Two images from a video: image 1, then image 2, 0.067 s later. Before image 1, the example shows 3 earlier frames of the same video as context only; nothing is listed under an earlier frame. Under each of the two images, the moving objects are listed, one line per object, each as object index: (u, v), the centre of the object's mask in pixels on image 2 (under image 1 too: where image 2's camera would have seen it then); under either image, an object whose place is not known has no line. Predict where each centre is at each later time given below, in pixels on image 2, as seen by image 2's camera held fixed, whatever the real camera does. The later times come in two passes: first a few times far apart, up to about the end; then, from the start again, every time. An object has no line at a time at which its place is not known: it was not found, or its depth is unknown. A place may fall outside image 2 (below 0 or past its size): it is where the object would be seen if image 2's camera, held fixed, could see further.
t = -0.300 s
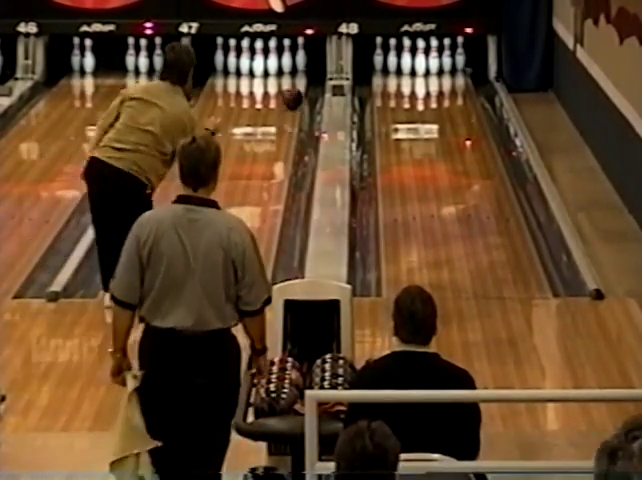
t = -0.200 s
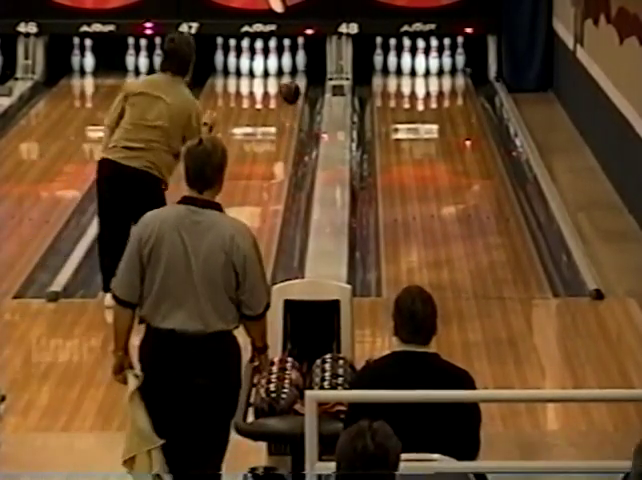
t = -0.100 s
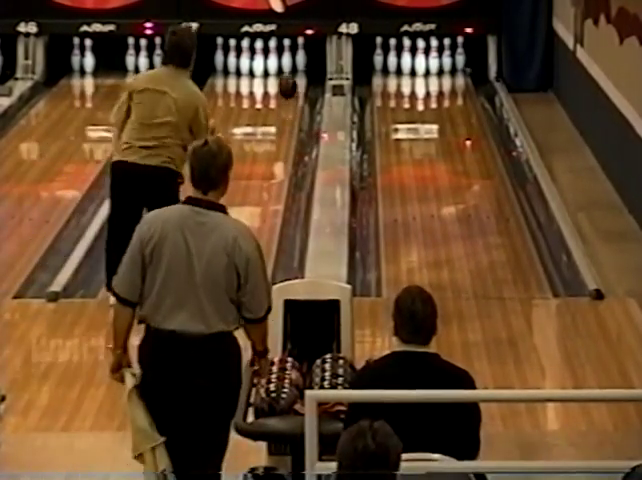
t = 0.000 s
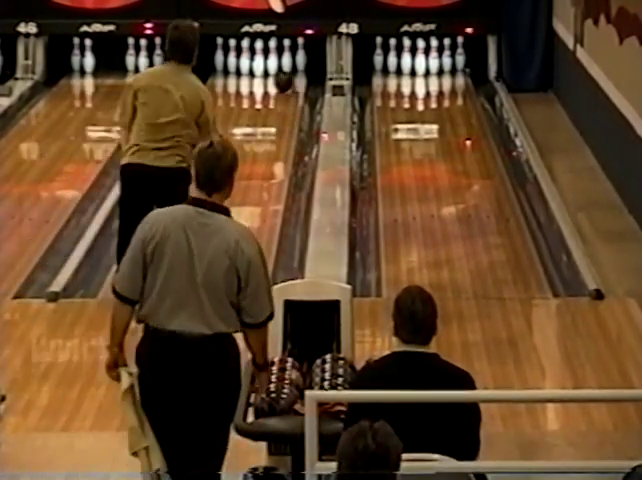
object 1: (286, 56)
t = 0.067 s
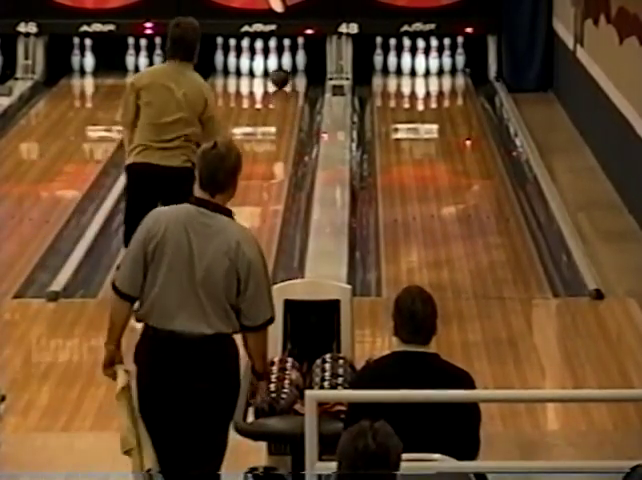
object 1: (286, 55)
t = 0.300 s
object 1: (286, 56)
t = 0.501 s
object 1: (296, 56)
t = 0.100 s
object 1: (286, 55)
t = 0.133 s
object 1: (286, 55)
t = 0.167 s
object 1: (286, 55)
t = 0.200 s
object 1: (286, 55)
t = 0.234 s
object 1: (286, 56)
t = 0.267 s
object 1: (286, 56)
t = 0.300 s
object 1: (286, 56)
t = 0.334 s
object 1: (286, 55)
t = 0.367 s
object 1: (286, 56)
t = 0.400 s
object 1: (286, 55)
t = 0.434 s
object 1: (286, 55)
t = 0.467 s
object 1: (291, 56)
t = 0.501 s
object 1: (296, 56)
